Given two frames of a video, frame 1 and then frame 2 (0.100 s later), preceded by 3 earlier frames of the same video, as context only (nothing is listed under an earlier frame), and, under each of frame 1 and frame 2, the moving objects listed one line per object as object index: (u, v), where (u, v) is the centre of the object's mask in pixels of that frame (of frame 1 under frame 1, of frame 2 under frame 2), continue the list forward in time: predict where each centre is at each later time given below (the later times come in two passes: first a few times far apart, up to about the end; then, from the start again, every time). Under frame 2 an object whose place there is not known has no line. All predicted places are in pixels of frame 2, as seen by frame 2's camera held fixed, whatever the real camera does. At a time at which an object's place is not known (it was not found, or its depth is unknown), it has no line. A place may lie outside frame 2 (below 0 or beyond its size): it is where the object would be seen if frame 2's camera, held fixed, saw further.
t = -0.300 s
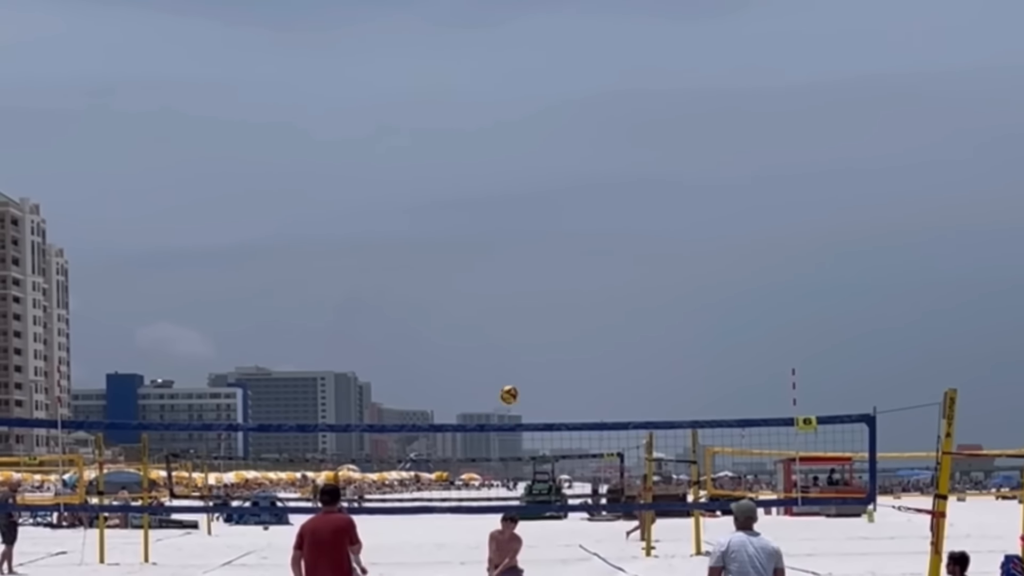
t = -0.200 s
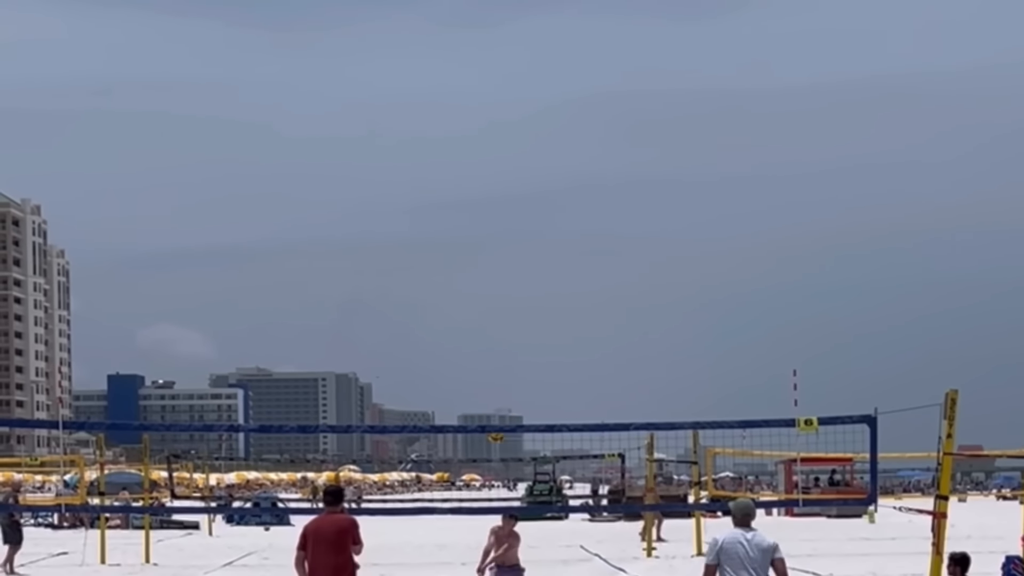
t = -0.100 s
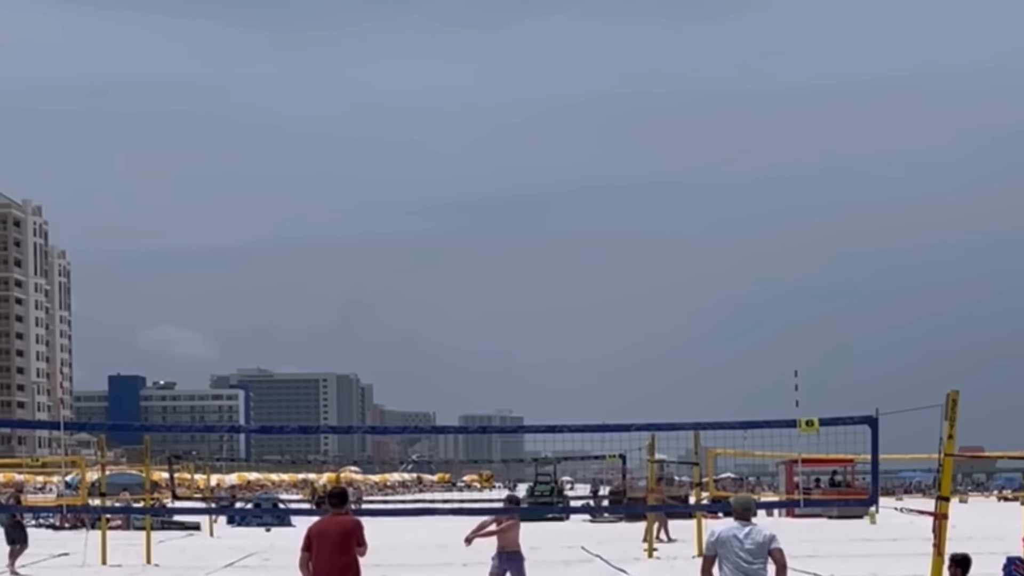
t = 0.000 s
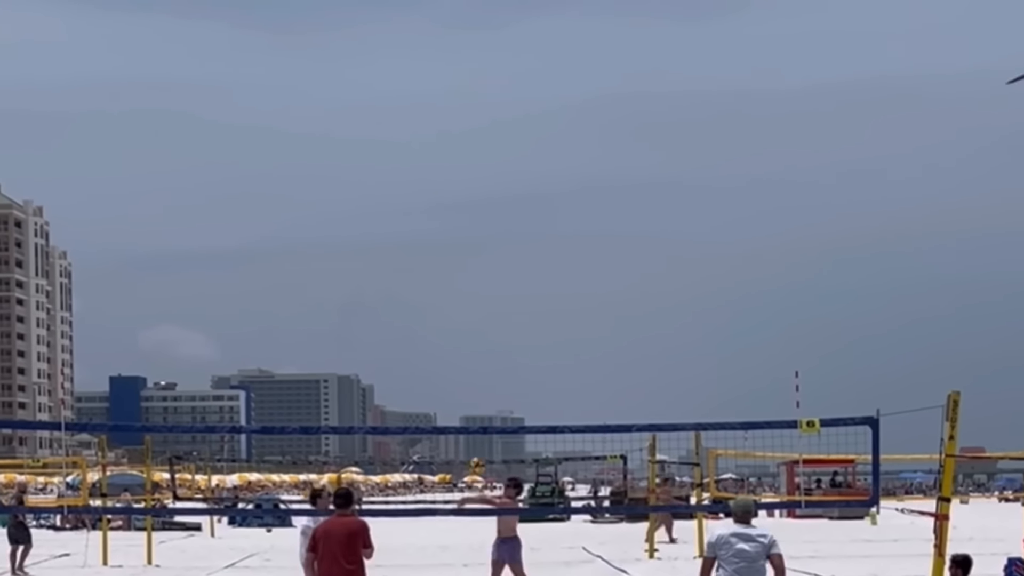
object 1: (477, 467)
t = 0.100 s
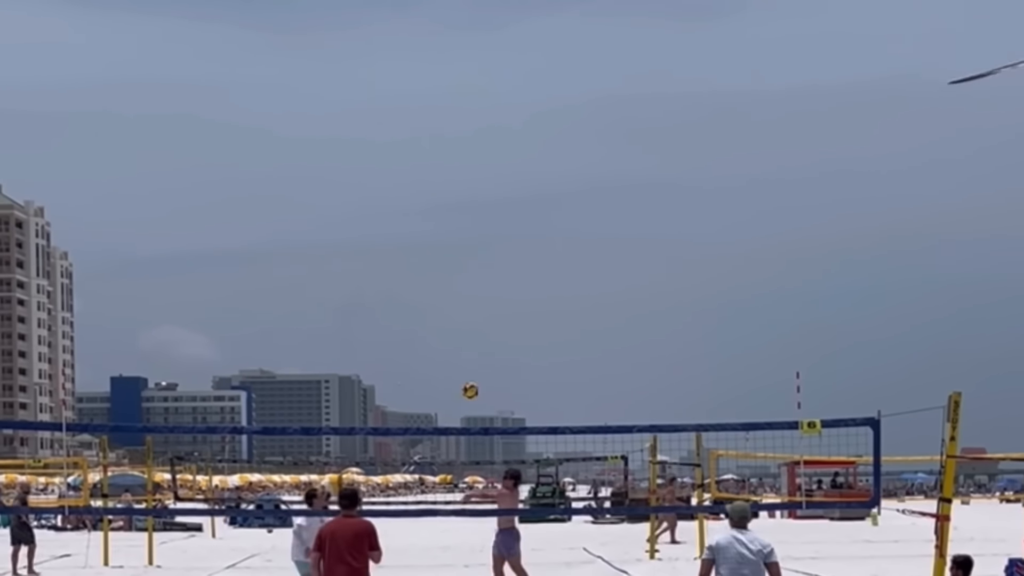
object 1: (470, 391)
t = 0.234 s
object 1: (460, 302)
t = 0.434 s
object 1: (444, 194)
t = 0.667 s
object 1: (422, 107)
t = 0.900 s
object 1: (401, 65)
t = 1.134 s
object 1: (381, 67)
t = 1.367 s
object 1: (358, 112)
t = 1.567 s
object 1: (339, 188)
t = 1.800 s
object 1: (315, 315)
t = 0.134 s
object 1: (467, 367)
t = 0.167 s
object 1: (465, 345)
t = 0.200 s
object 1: (462, 323)
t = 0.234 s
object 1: (460, 302)
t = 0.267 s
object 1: (457, 282)
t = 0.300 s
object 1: (454, 262)
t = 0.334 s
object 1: (452, 244)
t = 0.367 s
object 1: (450, 227)
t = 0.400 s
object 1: (446, 210)
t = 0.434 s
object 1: (444, 194)
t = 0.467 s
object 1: (440, 179)
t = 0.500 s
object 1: (437, 164)
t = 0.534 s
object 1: (434, 151)
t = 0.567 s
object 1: (431, 139)
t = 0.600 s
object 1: (428, 127)
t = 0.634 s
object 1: (425, 117)
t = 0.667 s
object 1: (422, 107)
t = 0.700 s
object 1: (419, 99)
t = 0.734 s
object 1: (416, 91)
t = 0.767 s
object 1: (413, 84)
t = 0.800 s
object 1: (410, 78)
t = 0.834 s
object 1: (407, 73)
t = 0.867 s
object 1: (405, 69)
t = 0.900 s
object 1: (401, 65)
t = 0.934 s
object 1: (398, 63)
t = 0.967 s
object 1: (395, 61)
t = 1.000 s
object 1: (392, 60)
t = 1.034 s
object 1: (389, 60)
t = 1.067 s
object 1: (386, 61)
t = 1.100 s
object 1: (384, 64)
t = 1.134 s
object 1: (381, 67)
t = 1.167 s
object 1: (377, 70)
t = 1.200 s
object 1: (374, 75)
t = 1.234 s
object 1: (371, 81)
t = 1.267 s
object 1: (368, 87)
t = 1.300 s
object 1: (365, 95)
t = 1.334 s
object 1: (361, 103)
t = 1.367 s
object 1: (358, 112)
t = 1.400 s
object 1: (355, 123)
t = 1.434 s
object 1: (352, 134)
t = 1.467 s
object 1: (349, 146)
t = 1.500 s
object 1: (345, 158)
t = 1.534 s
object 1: (342, 173)
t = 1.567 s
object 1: (339, 188)
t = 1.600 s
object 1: (336, 204)
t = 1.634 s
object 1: (333, 220)
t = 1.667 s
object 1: (329, 236)
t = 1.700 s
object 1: (326, 255)
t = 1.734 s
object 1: (323, 274)
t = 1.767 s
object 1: (319, 294)
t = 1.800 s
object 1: (315, 315)
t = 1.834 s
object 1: (312, 338)
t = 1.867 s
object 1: (309, 360)
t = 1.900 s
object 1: (304, 384)
